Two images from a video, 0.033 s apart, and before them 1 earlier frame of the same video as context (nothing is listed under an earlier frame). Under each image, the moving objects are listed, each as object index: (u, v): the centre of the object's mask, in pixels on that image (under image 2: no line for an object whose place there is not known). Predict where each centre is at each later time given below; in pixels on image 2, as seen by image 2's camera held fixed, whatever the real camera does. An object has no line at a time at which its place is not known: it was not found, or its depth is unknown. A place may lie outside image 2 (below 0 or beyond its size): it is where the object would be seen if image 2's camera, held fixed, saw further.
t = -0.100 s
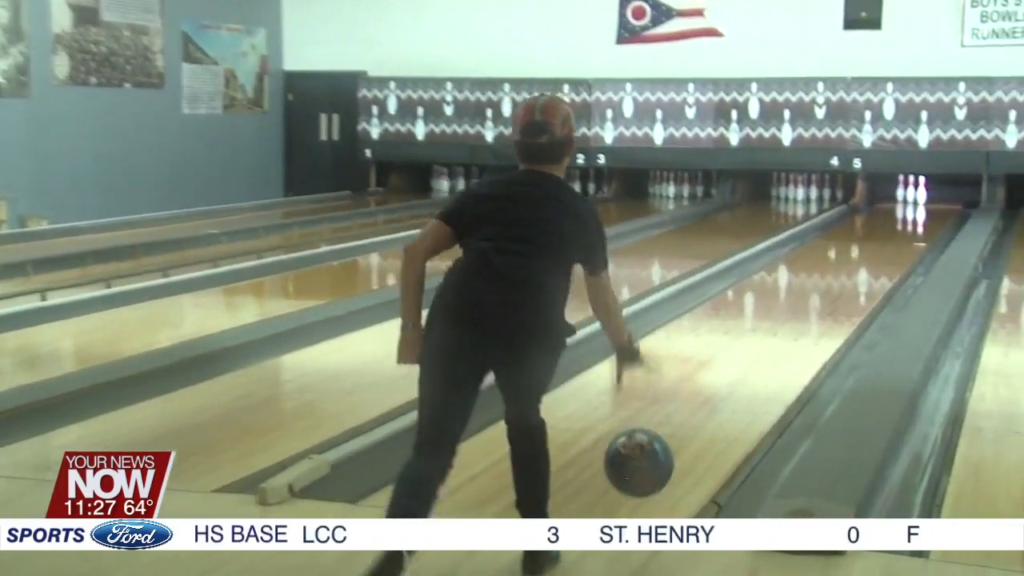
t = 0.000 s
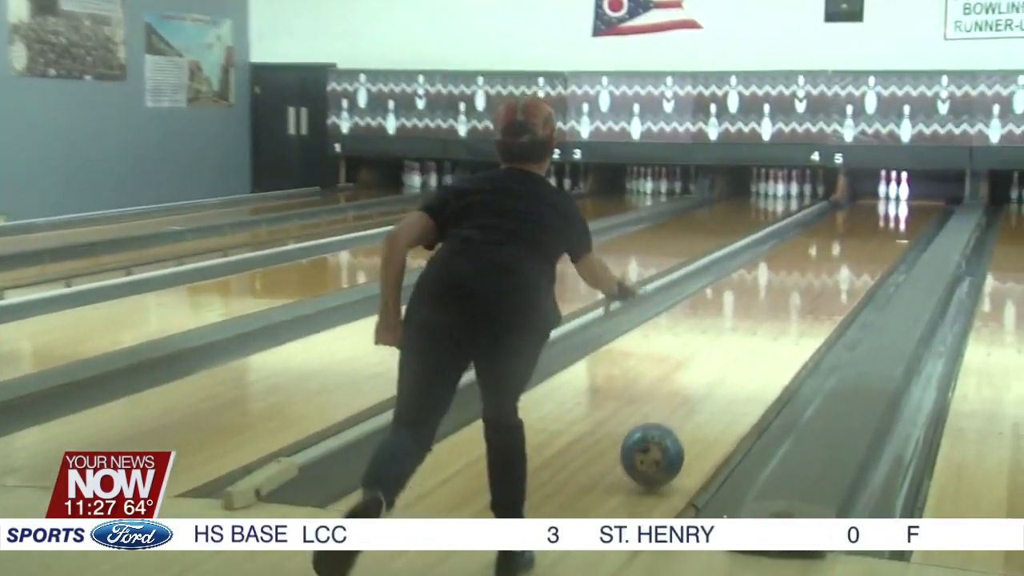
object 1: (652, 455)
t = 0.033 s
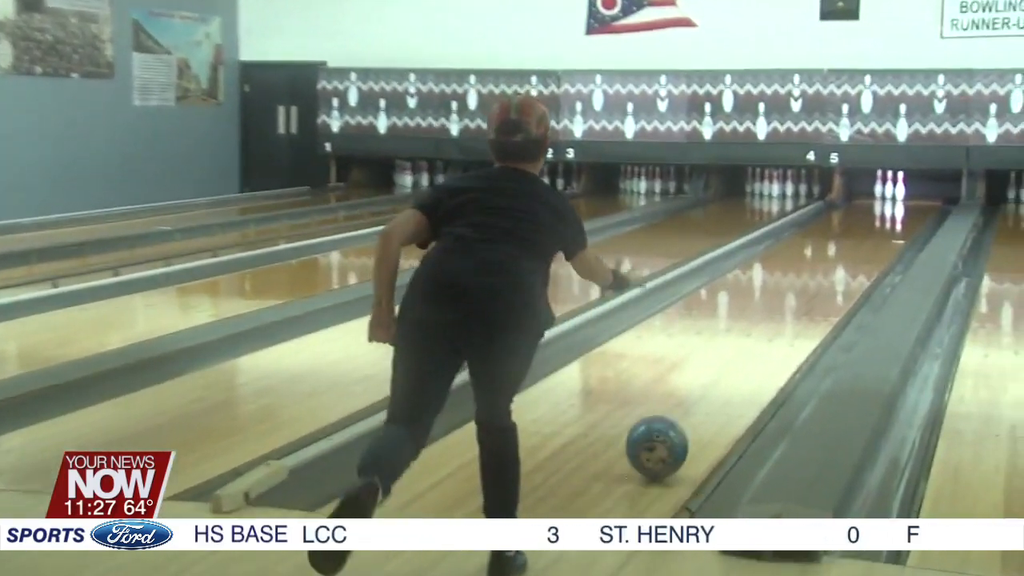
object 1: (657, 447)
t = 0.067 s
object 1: (667, 436)
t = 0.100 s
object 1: (676, 425)
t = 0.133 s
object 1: (685, 415)
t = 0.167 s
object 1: (694, 406)
